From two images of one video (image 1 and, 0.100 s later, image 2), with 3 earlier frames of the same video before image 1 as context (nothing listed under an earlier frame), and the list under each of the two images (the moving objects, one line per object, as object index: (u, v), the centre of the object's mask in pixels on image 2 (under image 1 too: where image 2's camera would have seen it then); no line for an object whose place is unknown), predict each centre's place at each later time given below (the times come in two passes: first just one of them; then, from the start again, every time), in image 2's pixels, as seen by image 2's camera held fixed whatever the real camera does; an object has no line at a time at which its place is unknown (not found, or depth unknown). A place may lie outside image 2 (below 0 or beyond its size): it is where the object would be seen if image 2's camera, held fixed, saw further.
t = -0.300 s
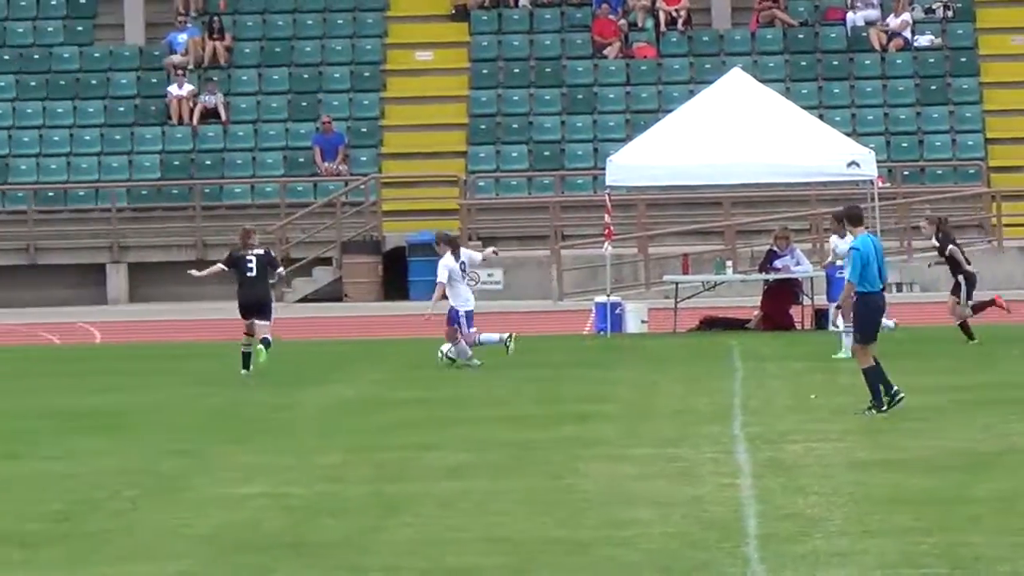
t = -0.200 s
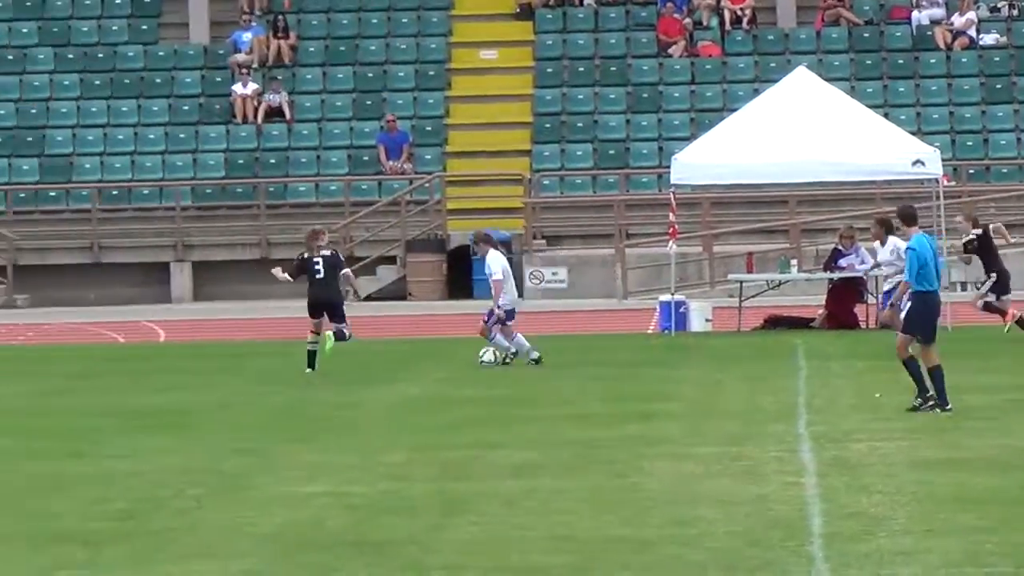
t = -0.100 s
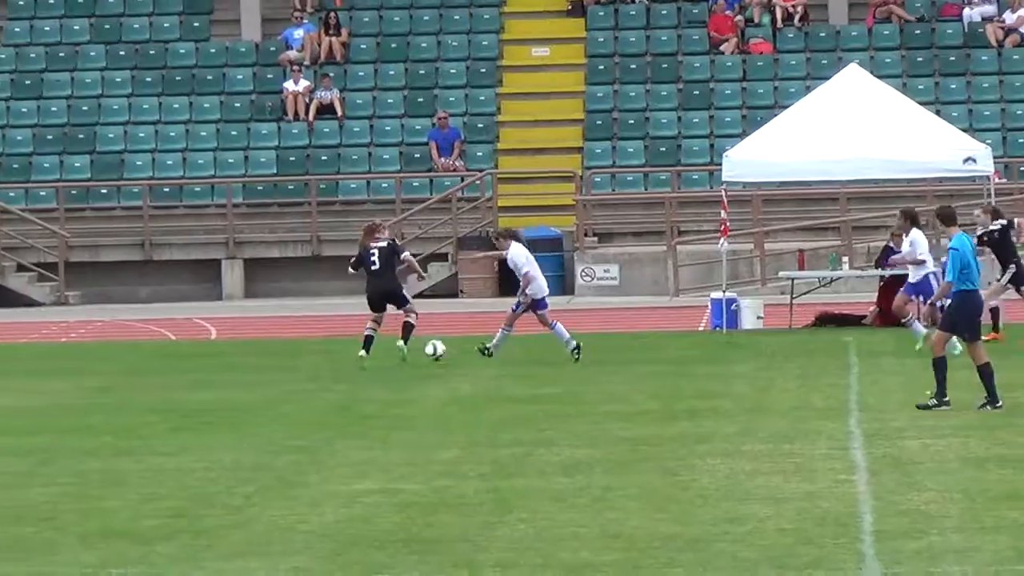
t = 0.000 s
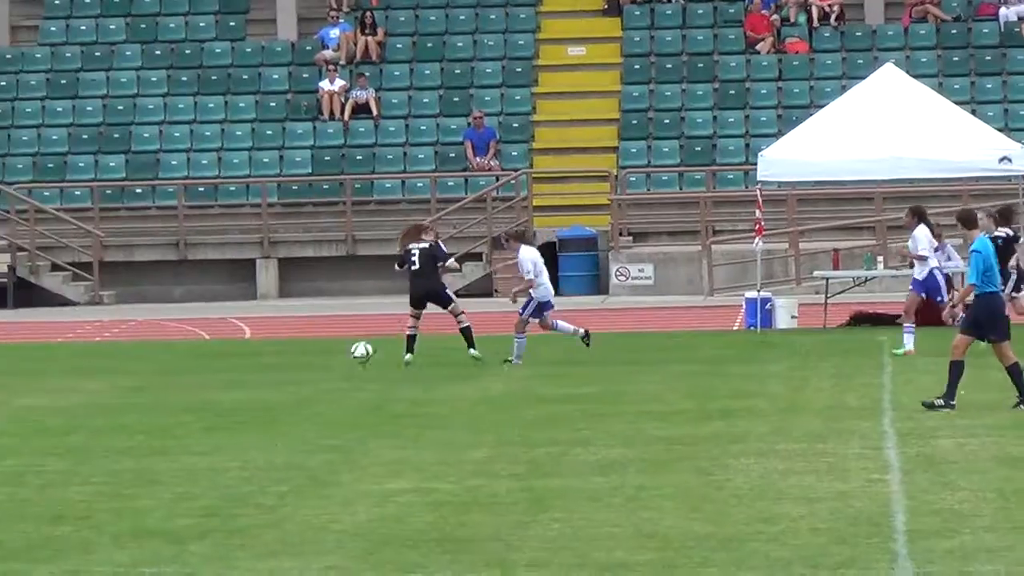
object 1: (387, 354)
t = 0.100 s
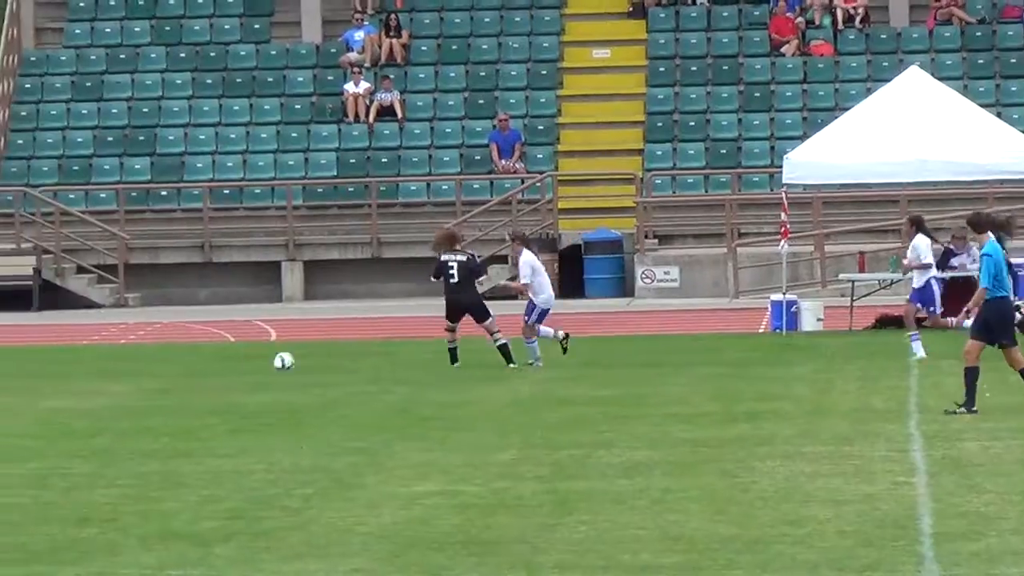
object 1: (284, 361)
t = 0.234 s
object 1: (181, 360)
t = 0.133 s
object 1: (257, 360)
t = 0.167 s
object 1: (231, 360)
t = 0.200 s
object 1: (206, 359)
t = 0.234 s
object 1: (181, 360)
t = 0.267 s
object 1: (156, 361)
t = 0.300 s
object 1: (132, 363)
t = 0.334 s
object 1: (107, 365)
